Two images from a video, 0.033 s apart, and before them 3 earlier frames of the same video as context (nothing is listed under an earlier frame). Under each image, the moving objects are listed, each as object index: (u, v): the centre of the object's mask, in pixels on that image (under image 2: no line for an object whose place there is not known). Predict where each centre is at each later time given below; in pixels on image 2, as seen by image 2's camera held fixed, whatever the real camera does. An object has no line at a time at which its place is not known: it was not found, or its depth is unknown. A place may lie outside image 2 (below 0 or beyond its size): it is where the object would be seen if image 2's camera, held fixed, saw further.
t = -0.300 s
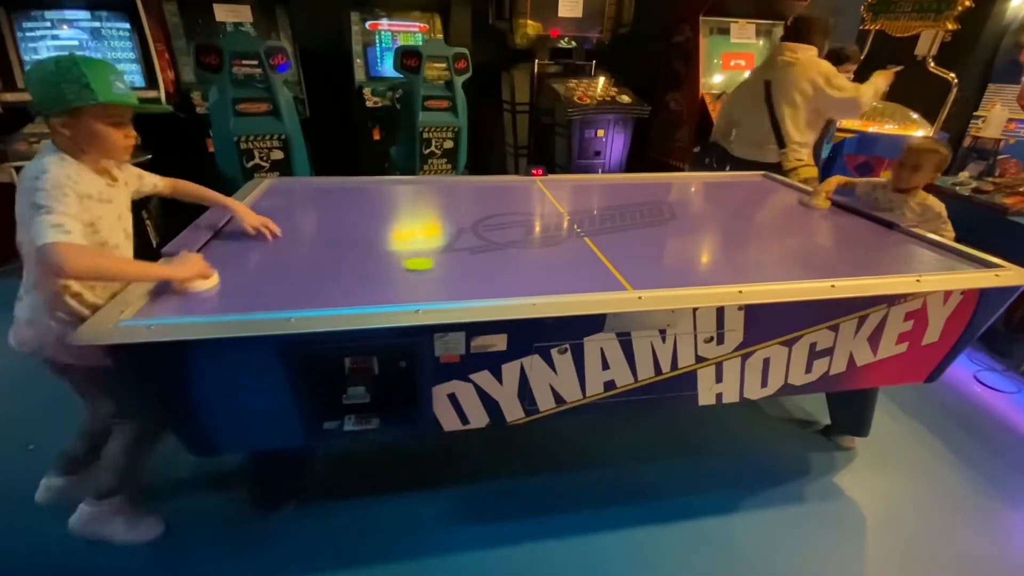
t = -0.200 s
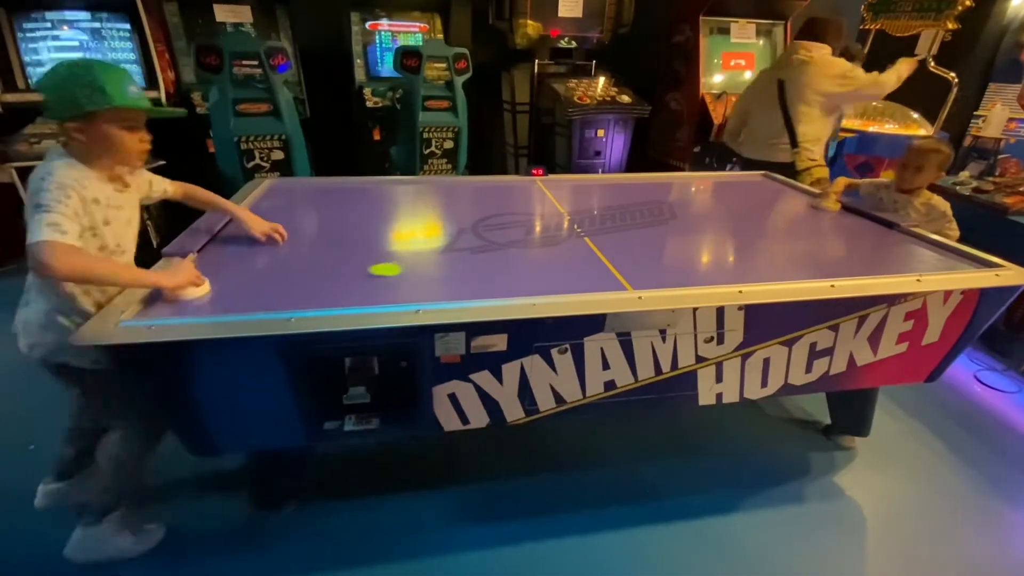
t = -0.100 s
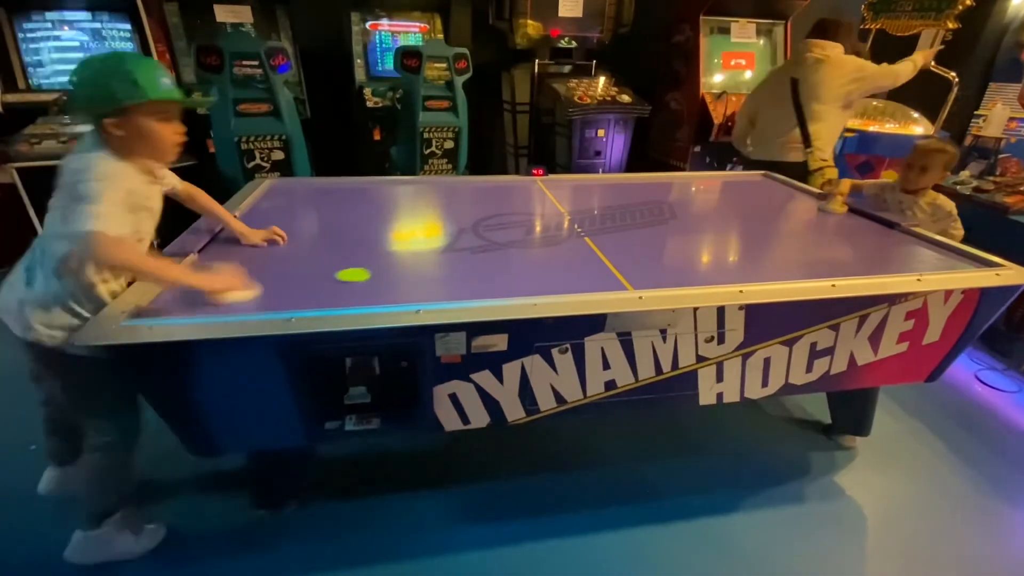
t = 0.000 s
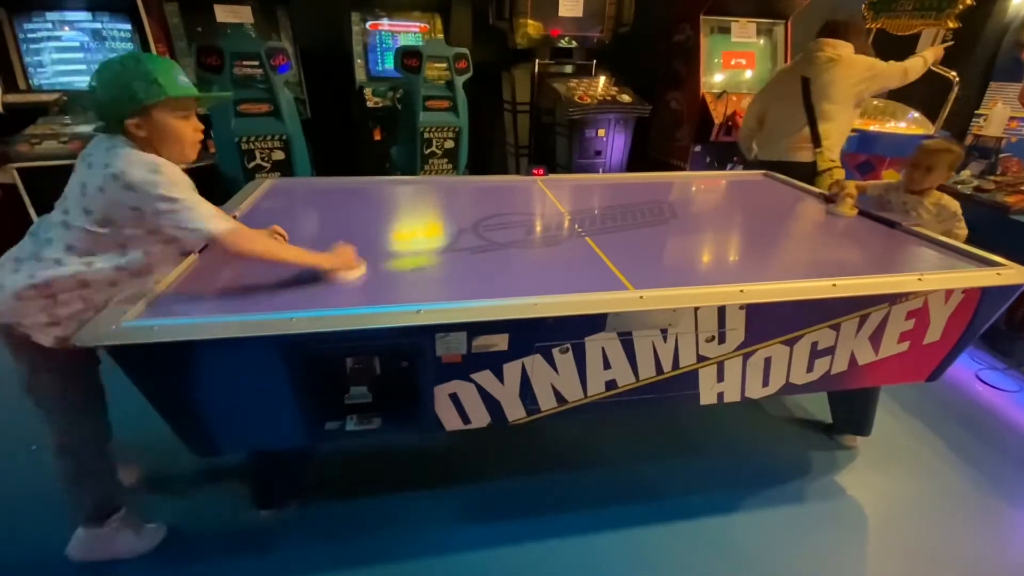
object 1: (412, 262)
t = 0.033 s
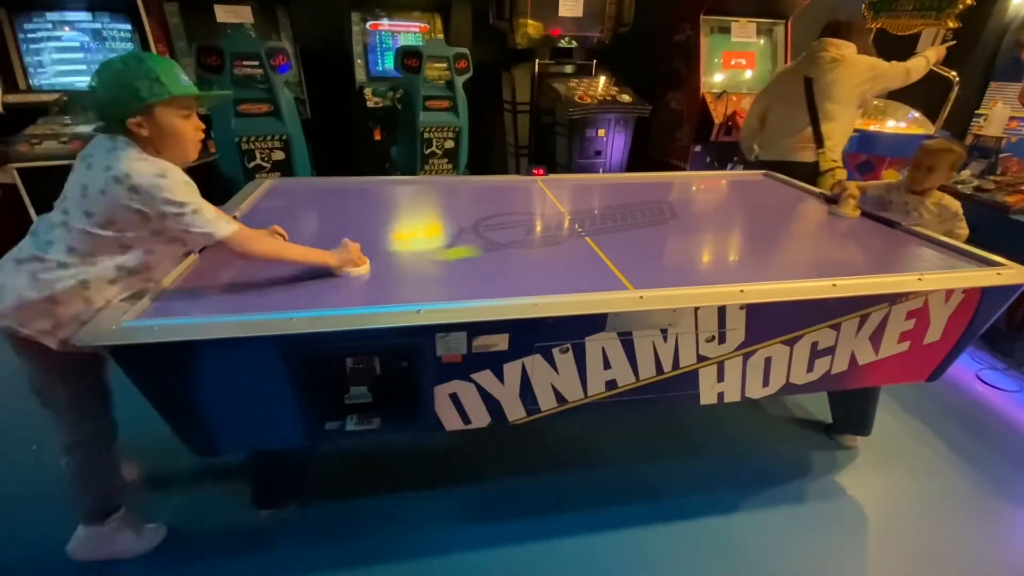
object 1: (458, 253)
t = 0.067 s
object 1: (498, 245)
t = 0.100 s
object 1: (537, 237)
